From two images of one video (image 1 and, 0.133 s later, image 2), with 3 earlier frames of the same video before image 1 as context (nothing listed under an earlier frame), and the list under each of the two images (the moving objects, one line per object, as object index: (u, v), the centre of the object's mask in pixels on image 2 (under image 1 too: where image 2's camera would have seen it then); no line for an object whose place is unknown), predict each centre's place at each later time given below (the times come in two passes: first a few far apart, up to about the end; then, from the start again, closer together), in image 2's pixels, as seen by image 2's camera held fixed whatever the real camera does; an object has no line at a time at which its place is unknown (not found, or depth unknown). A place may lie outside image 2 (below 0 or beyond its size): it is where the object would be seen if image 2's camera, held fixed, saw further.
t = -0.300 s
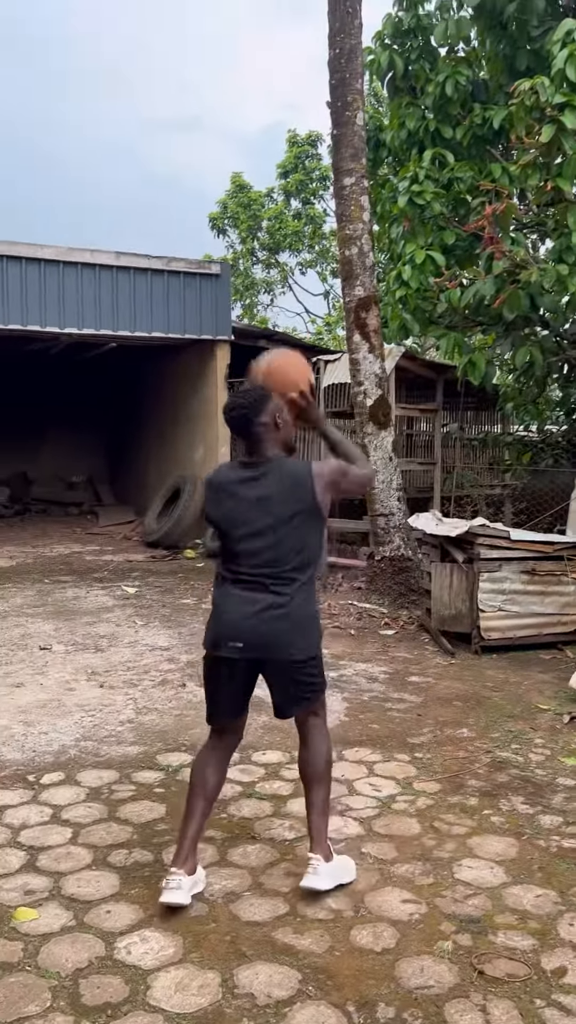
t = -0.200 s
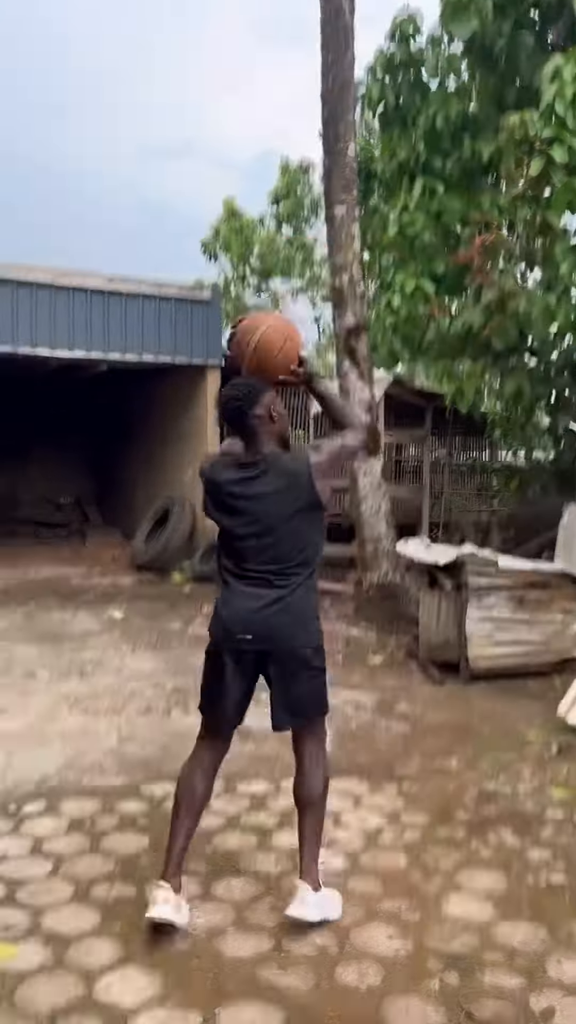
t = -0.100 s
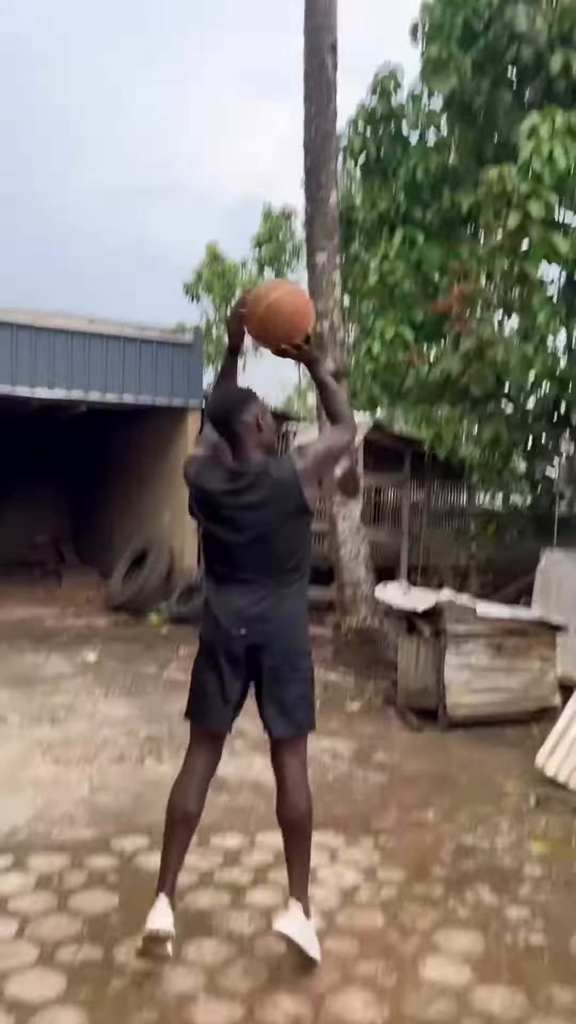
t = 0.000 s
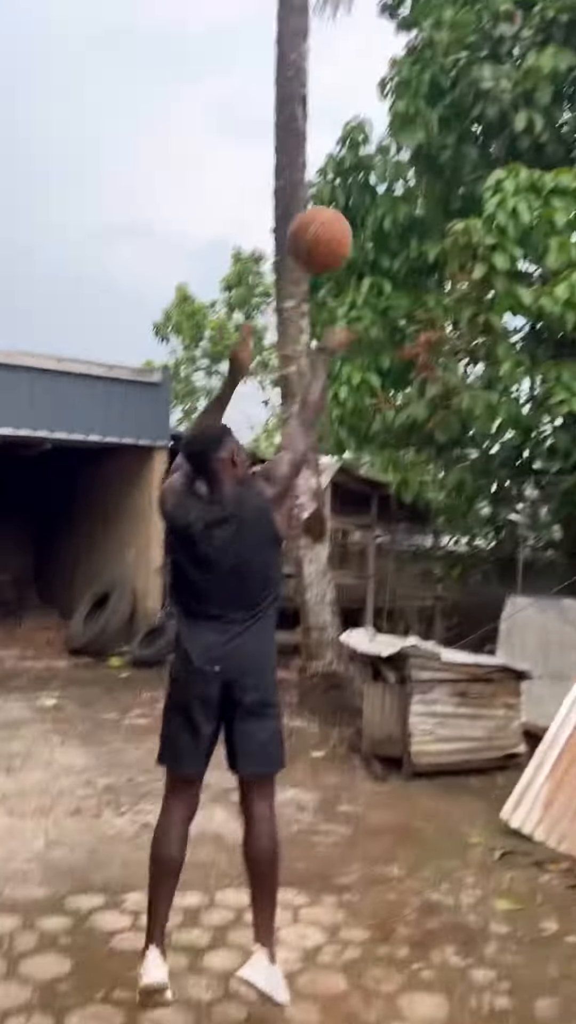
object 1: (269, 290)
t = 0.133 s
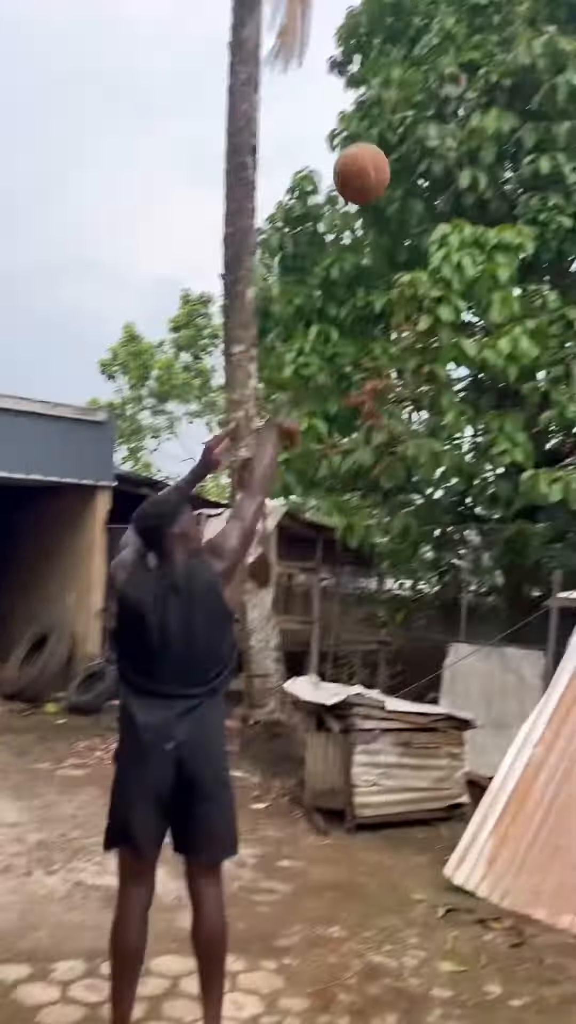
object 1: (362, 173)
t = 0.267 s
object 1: (435, 118)
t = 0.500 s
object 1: (527, 113)
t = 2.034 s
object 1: (605, 588)
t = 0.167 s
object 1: (382, 155)
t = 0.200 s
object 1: (400, 139)
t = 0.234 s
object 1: (417, 128)
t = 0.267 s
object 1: (435, 118)
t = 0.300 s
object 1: (449, 111)
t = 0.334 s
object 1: (464, 107)
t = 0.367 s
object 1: (477, 103)
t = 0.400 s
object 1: (490, 104)
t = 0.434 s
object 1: (503, 105)
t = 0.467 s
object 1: (515, 109)
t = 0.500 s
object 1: (527, 113)
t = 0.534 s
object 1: (537, 121)
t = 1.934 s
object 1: (616, 566)
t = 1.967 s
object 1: (613, 573)
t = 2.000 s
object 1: (608, 580)
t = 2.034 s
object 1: (605, 588)
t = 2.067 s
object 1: (599, 592)
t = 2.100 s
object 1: (593, 597)
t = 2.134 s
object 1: (587, 601)
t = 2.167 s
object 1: (580, 607)
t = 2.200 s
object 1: (573, 613)
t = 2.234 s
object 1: (566, 621)
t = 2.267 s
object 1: (558, 630)
